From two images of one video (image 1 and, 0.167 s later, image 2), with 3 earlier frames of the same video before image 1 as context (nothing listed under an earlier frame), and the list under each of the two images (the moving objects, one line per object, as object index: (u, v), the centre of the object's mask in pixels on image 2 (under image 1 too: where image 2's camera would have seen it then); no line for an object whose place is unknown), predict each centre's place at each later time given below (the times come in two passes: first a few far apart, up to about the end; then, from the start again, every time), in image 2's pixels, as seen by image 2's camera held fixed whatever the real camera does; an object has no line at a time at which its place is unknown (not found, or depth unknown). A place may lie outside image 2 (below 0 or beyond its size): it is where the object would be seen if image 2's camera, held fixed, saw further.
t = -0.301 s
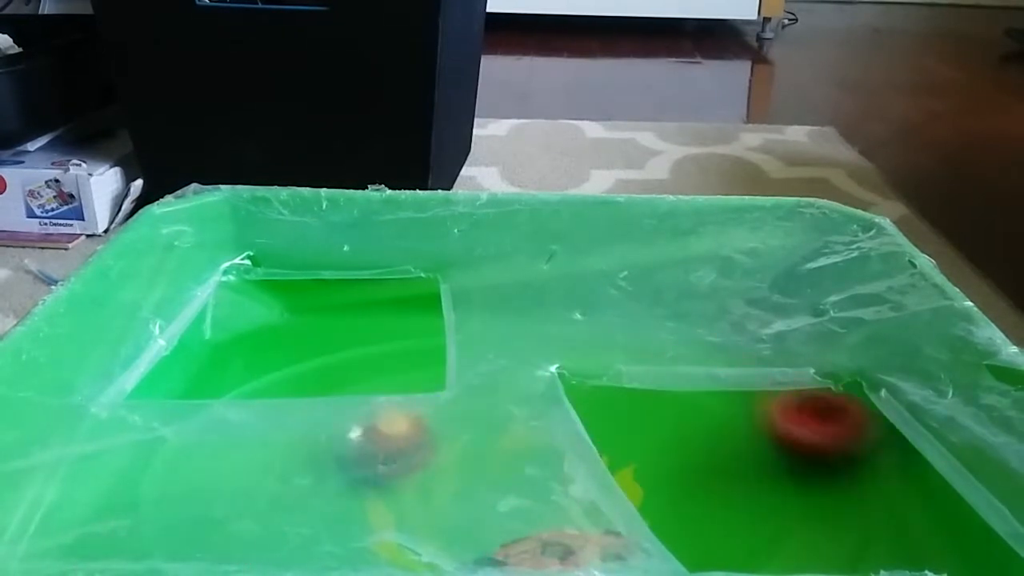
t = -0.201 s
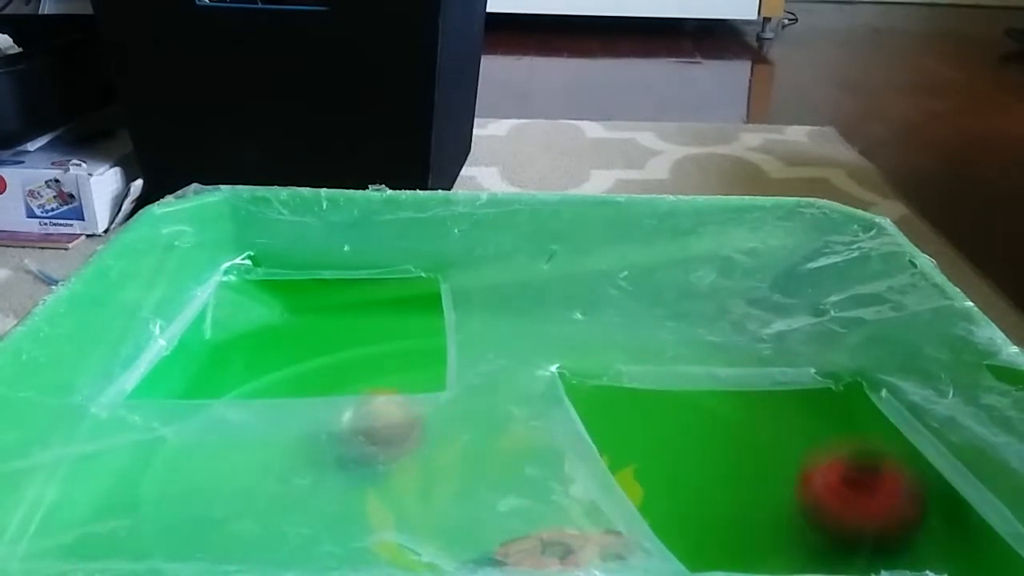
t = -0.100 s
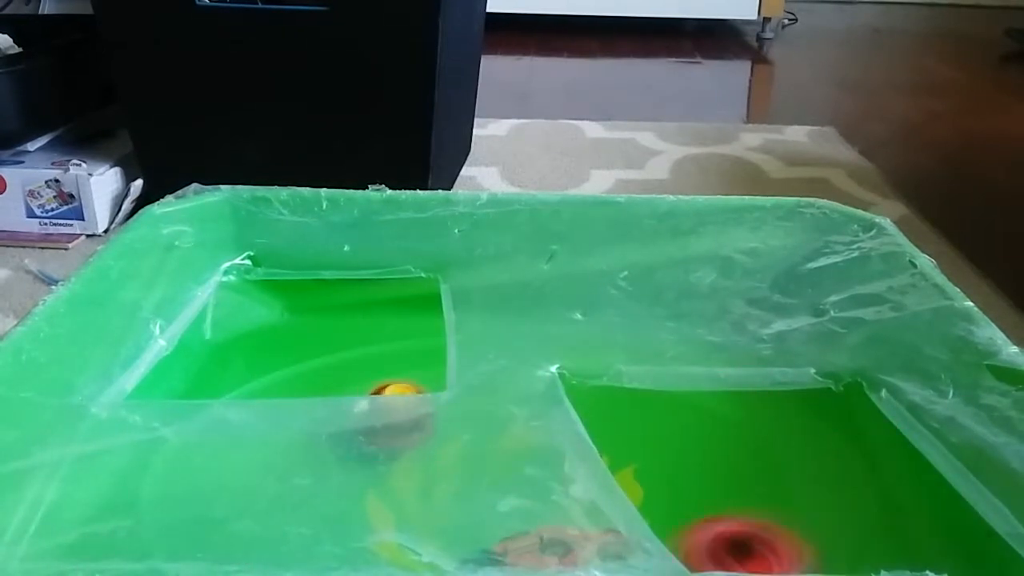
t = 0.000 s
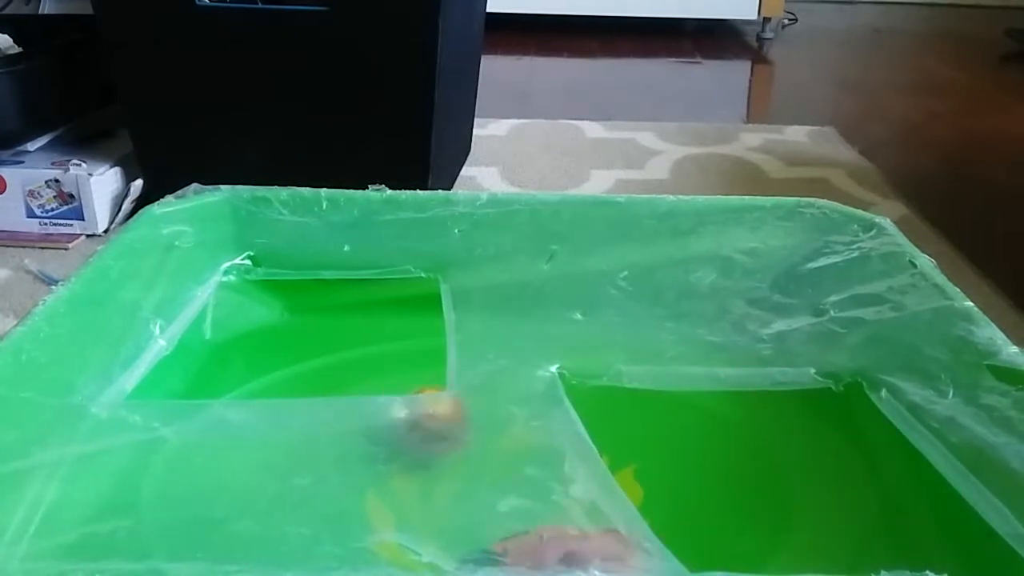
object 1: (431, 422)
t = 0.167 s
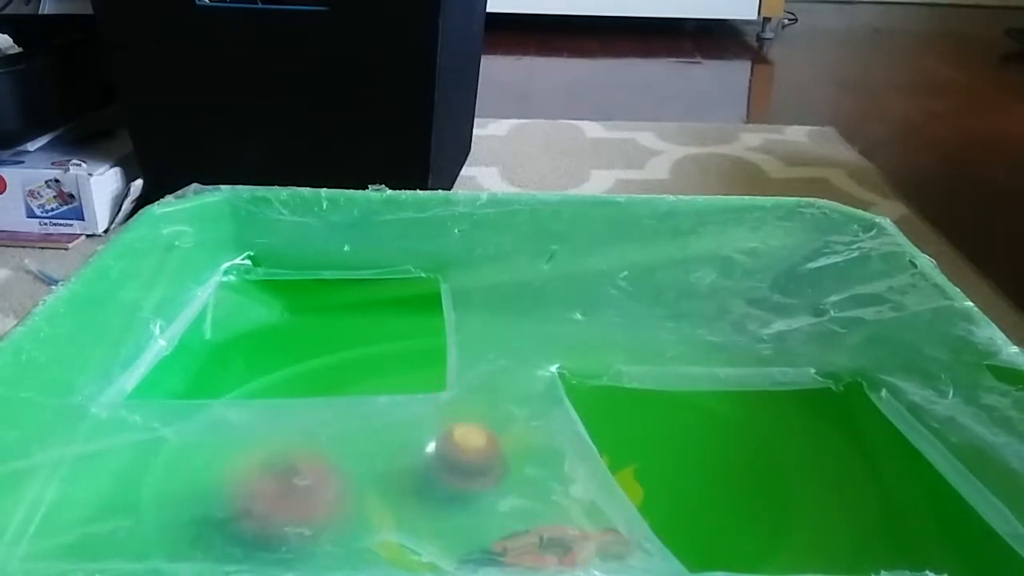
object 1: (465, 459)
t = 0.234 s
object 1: (466, 474)
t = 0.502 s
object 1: (449, 524)
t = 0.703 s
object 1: (397, 497)
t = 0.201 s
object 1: (467, 466)
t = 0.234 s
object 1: (466, 474)
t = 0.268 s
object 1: (466, 483)
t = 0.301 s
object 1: (467, 490)
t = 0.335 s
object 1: (469, 500)
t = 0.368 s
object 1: (470, 509)
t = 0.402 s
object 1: (468, 518)
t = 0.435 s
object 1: (464, 518)
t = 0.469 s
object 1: (457, 523)
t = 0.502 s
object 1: (449, 524)
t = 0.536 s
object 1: (438, 522)
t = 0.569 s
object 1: (429, 518)
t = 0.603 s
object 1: (418, 513)
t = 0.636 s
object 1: (408, 509)
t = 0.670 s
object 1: (402, 503)
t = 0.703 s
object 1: (397, 497)
